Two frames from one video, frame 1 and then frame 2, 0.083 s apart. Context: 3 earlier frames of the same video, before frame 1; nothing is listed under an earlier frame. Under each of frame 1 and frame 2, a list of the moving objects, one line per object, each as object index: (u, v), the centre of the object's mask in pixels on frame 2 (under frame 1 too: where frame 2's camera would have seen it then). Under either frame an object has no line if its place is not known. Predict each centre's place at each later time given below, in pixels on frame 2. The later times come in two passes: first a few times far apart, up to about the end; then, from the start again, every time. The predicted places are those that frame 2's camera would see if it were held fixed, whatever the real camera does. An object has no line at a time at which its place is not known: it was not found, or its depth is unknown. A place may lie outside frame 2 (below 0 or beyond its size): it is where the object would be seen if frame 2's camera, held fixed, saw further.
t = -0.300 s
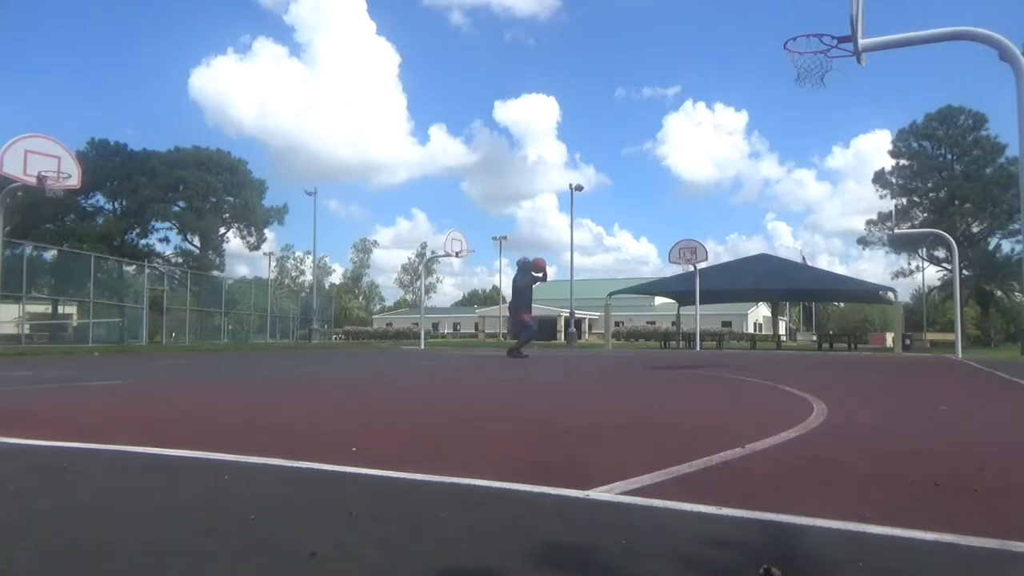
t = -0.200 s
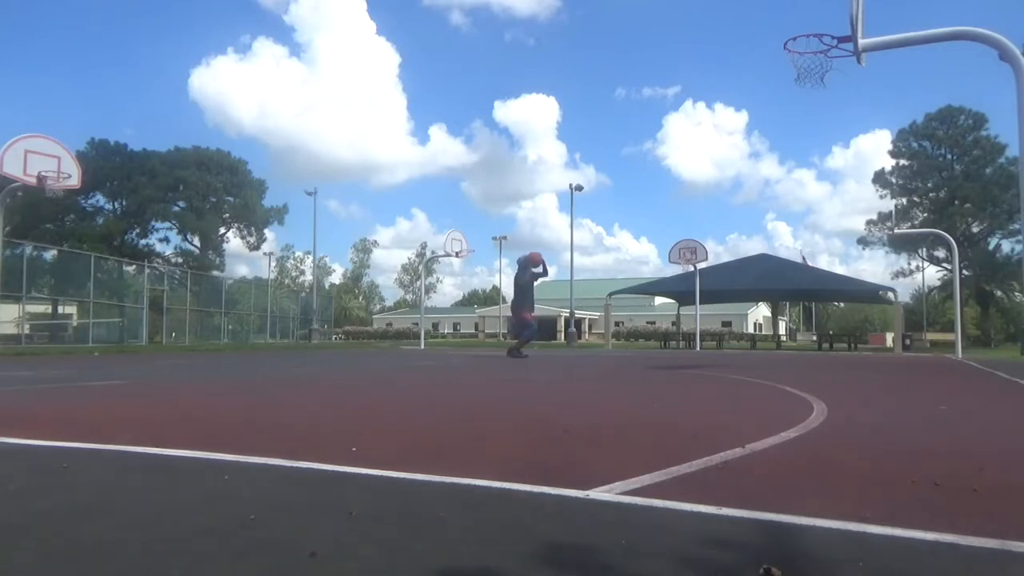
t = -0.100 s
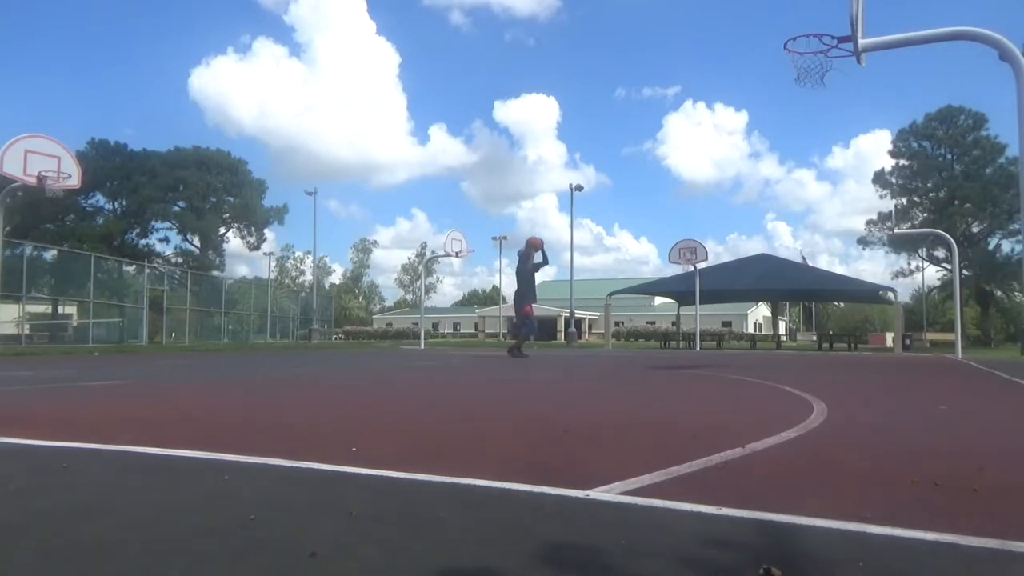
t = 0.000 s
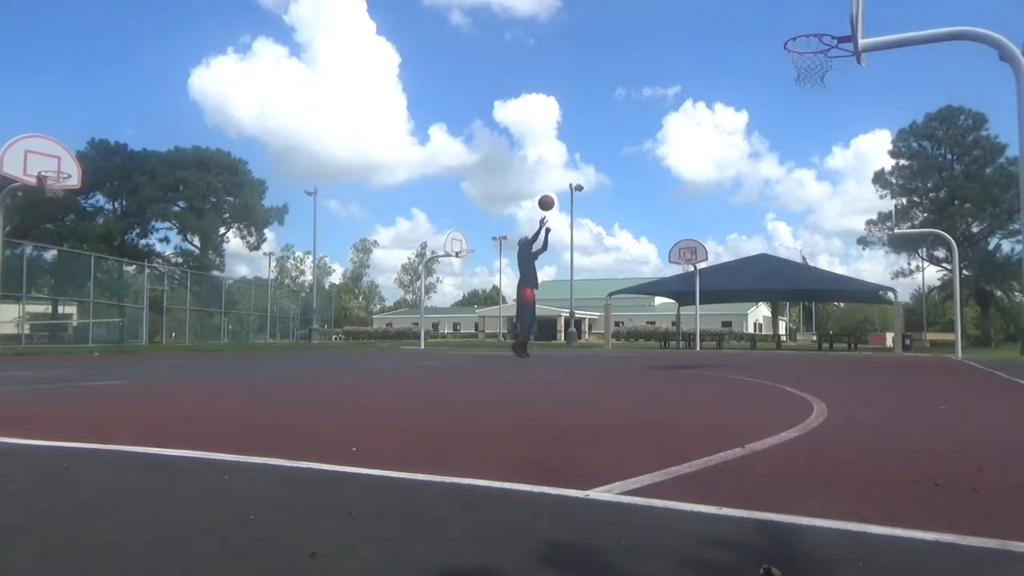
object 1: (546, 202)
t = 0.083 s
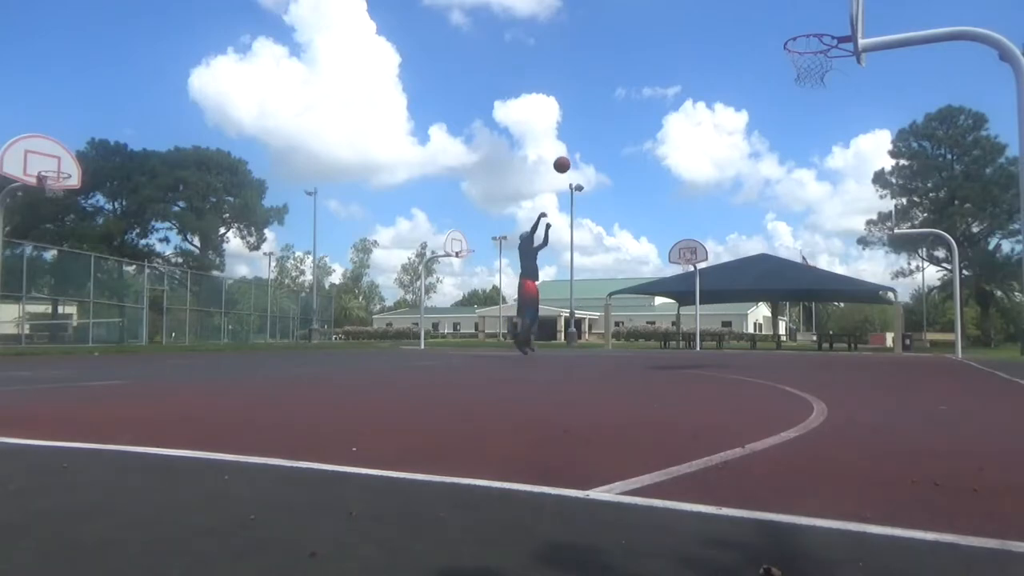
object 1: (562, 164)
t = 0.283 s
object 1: (602, 87)
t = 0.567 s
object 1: (671, 16)
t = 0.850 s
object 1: (755, 5)
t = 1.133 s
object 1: (839, 28)
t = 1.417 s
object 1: (764, 32)
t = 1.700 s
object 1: (703, 109)
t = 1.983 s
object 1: (649, 246)
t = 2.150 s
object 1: (620, 353)
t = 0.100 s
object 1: (565, 157)
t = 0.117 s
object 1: (568, 150)
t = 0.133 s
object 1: (571, 143)
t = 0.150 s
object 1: (575, 136)
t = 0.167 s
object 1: (578, 130)
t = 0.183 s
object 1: (581, 123)
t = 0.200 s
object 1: (585, 117)
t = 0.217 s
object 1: (588, 110)
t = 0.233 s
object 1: (592, 104)
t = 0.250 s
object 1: (595, 99)
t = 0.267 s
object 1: (599, 93)
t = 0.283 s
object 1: (602, 87)
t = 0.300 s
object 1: (606, 81)
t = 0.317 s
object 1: (609, 76)
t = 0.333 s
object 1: (613, 71)
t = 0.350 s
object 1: (617, 66)
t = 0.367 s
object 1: (621, 61)
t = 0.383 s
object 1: (625, 56)
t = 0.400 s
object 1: (629, 52)
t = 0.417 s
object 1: (633, 48)
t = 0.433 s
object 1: (636, 44)
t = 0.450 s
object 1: (641, 39)
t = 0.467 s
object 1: (645, 36)
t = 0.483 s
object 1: (649, 32)
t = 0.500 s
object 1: (653, 28)
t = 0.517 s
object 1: (657, 25)
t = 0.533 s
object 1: (662, 22)
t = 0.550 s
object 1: (666, 19)
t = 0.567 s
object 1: (671, 16)
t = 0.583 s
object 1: (675, 14)
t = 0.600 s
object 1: (680, 11)
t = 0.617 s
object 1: (684, 9)
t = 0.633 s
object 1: (689, 8)
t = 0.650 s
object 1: (693, 7)
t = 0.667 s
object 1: (698, 6)
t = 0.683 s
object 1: (703, 6)
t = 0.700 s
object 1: (708, 5)
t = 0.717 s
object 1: (713, 5)
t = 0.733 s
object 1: (718, 4)
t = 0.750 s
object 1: (723, 4)
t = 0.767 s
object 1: (728, 4)
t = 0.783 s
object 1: (733, 4)
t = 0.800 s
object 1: (738, 4)
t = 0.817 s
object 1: (744, 4)
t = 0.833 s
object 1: (749, 5)
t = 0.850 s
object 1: (755, 5)
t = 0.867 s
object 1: (760, 6)
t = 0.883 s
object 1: (766, 7)
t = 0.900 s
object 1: (772, 8)
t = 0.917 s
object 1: (778, 9)
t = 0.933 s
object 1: (784, 10)
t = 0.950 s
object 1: (790, 13)
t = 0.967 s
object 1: (797, 15)
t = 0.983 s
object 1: (803, 18)
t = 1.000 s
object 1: (809, 22)
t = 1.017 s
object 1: (816, 25)
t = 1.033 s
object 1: (822, 30)
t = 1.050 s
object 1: (829, 35)
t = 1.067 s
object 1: (834, 38)
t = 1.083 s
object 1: (839, 35)
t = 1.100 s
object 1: (843, 31)
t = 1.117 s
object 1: (842, 29)
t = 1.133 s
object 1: (839, 28)
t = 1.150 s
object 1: (833, 25)
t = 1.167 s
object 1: (829, 23)
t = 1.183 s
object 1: (824, 22)
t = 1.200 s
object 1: (820, 21)
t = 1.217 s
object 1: (815, 21)
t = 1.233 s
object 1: (810, 20)
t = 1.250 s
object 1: (806, 20)
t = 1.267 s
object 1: (802, 20)
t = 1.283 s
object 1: (798, 21)
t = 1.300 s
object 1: (793, 21)
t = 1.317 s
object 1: (789, 22)
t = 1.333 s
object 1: (785, 23)
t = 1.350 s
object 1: (781, 25)
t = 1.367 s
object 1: (776, 26)
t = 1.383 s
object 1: (773, 28)
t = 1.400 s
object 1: (768, 30)
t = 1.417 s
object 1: (764, 32)
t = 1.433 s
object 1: (761, 35)
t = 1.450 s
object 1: (756, 38)
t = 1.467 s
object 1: (753, 41)
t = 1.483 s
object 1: (749, 44)
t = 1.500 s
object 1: (745, 48)
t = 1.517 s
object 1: (742, 52)
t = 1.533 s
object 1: (738, 56)
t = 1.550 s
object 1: (734, 60)
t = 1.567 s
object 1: (730, 65)
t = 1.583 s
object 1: (727, 69)
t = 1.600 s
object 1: (723, 75)
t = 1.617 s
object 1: (720, 79)
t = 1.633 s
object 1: (717, 85)
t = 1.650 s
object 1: (713, 91)
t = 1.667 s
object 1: (710, 96)
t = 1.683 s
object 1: (706, 102)
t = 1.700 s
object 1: (703, 109)
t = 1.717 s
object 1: (699, 115)
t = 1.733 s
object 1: (696, 121)
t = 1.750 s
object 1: (693, 128)
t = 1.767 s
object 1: (689, 136)
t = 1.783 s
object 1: (686, 143)
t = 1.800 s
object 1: (683, 150)
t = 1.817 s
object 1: (680, 158)
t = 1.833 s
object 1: (676, 166)
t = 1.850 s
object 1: (673, 174)
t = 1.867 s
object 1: (670, 182)
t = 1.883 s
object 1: (667, 191)
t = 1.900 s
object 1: (664, 199)
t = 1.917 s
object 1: (661, 208)
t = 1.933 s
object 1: (658, 217)
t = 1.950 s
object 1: (655, 226)
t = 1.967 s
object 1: (652, 236)
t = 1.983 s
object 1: (649, 246)
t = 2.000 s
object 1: (646, 256)
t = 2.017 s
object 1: (643, 266)
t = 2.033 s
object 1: (640, 275)
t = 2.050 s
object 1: (637, 286)
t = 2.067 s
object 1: (634, 297)
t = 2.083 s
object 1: (631, 308)
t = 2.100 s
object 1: (628, 319)
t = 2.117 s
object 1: (626, 331)
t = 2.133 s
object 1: (623, 342)
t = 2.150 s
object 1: (620, 353)
